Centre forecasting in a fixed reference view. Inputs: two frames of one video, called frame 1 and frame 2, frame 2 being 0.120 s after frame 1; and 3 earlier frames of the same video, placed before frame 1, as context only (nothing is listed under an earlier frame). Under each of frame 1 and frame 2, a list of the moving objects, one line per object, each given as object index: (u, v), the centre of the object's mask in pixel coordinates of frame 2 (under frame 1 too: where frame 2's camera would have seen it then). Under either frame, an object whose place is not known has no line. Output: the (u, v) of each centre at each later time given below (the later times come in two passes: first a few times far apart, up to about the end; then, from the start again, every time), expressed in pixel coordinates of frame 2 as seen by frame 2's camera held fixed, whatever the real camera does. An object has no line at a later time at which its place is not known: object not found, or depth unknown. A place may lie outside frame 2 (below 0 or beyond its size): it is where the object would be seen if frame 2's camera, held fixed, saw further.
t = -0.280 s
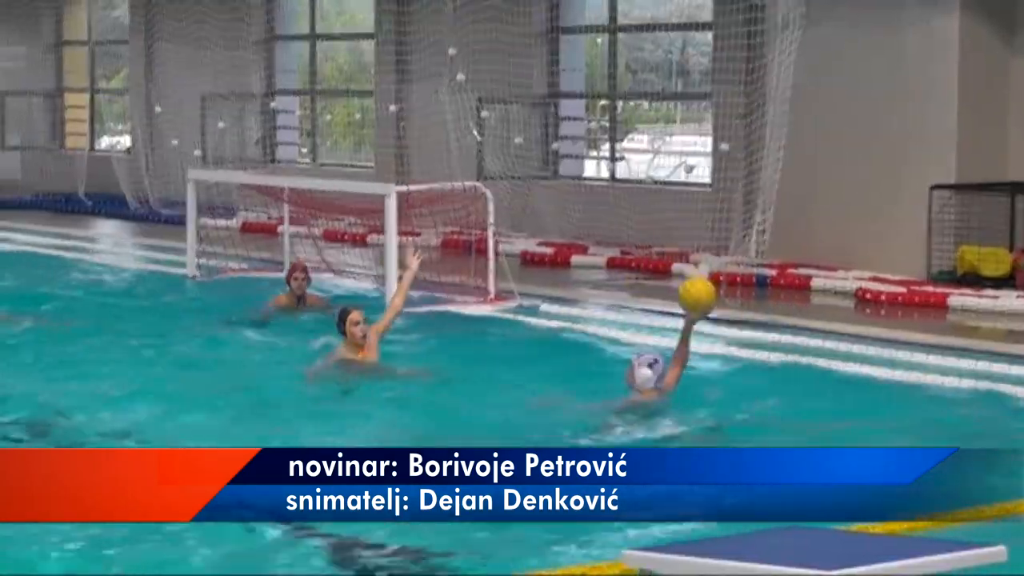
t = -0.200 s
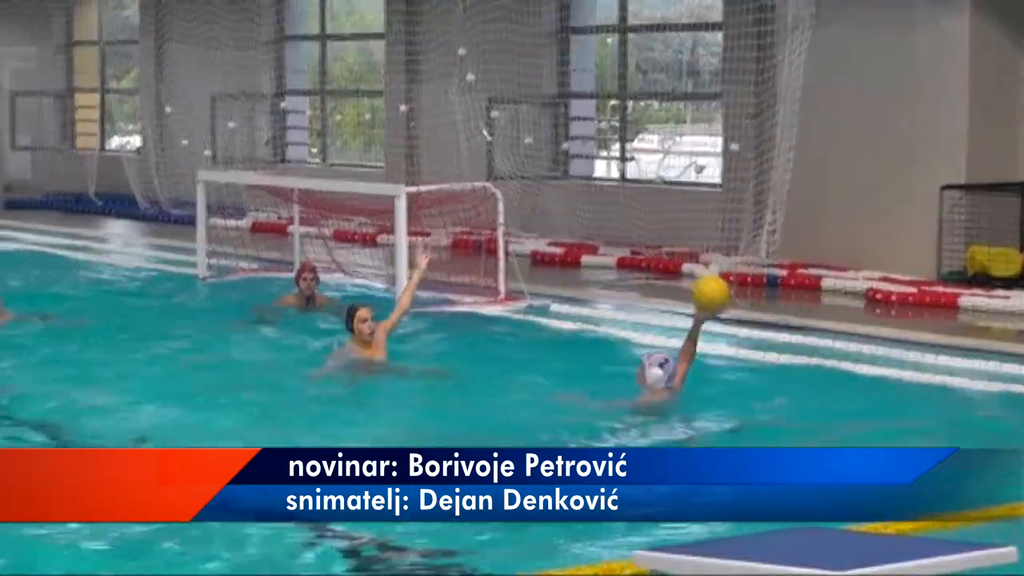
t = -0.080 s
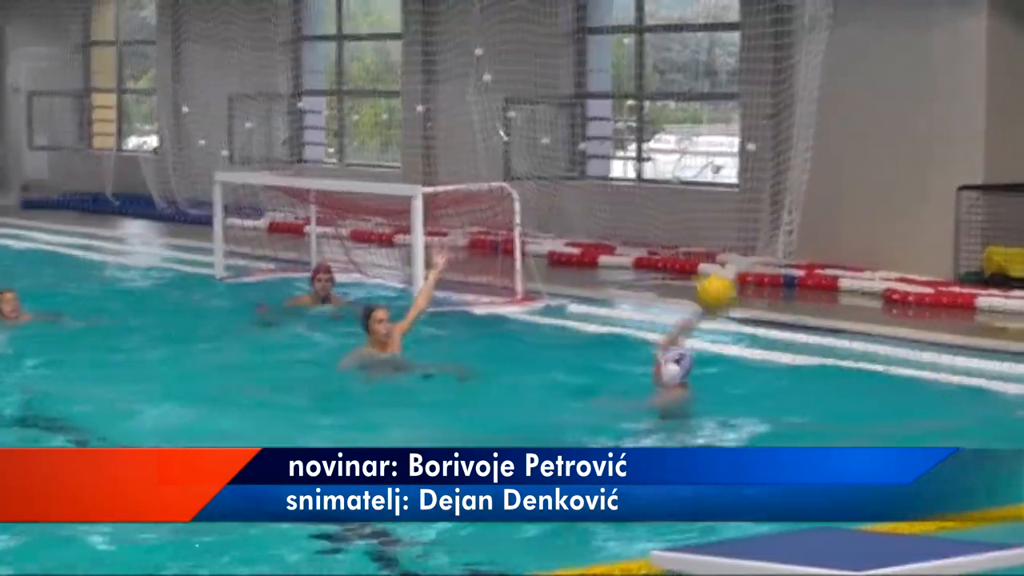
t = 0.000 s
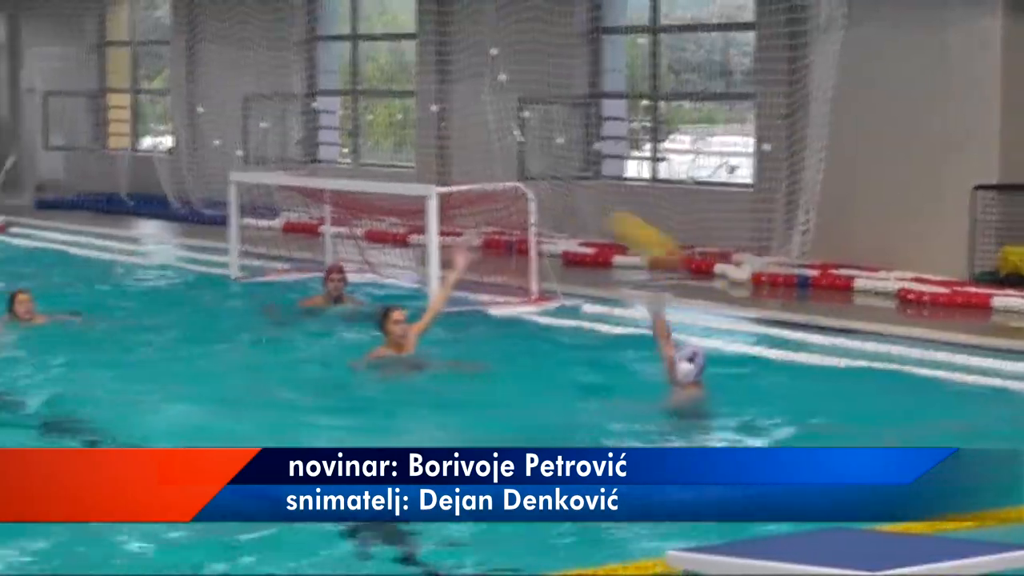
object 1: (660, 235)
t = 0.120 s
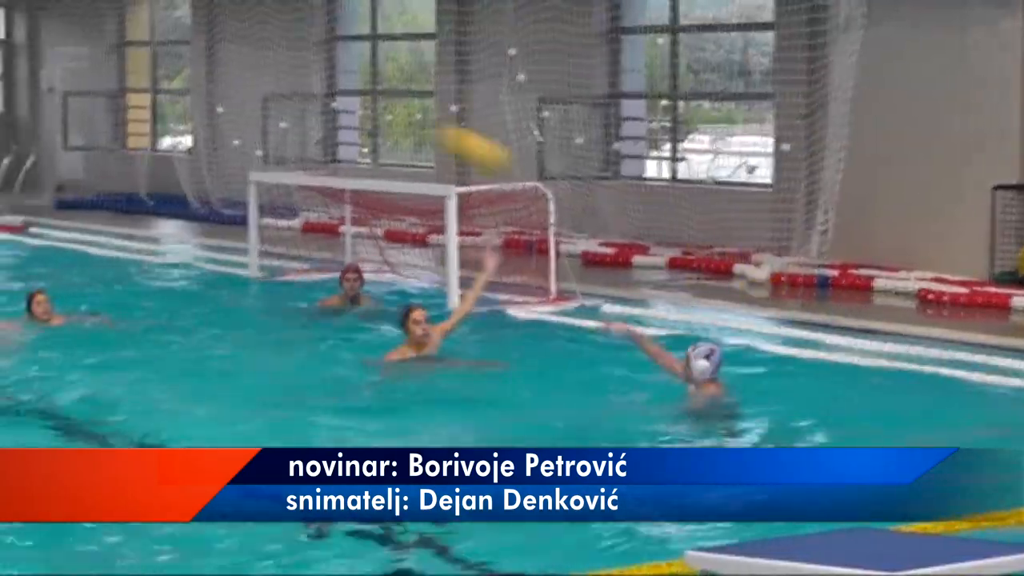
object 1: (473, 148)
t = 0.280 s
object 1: (226, 71)
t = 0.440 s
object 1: (-8, 36)
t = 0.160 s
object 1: (409, 126)
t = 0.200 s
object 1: (348, 103)
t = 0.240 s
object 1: (287, 86)
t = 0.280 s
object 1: (226, 71)
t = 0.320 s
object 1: (167, 60)
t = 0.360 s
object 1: (107, 49)
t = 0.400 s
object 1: (51, 42)
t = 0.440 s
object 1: (-8, 36)
